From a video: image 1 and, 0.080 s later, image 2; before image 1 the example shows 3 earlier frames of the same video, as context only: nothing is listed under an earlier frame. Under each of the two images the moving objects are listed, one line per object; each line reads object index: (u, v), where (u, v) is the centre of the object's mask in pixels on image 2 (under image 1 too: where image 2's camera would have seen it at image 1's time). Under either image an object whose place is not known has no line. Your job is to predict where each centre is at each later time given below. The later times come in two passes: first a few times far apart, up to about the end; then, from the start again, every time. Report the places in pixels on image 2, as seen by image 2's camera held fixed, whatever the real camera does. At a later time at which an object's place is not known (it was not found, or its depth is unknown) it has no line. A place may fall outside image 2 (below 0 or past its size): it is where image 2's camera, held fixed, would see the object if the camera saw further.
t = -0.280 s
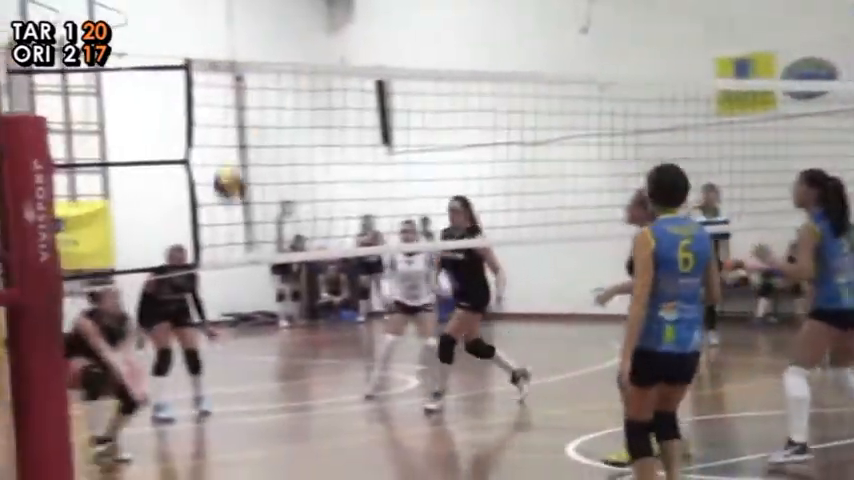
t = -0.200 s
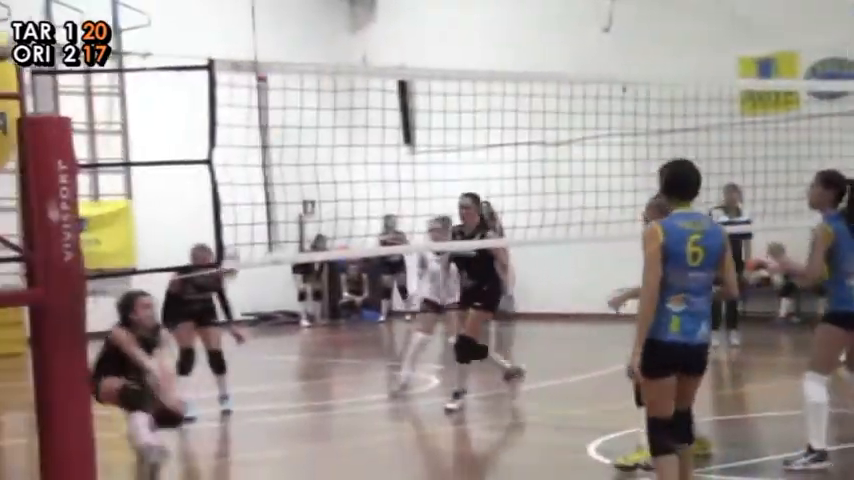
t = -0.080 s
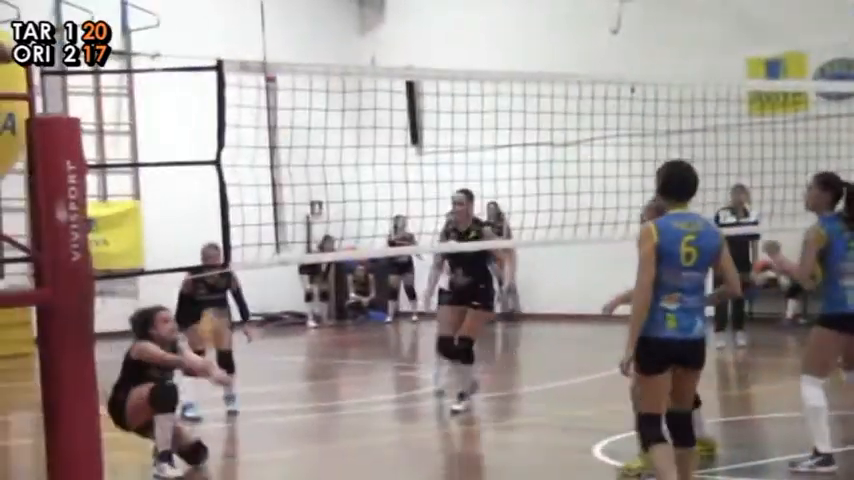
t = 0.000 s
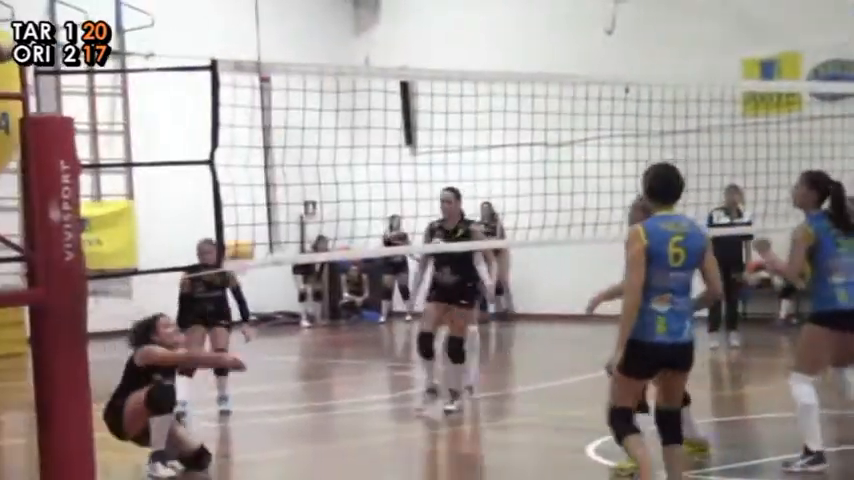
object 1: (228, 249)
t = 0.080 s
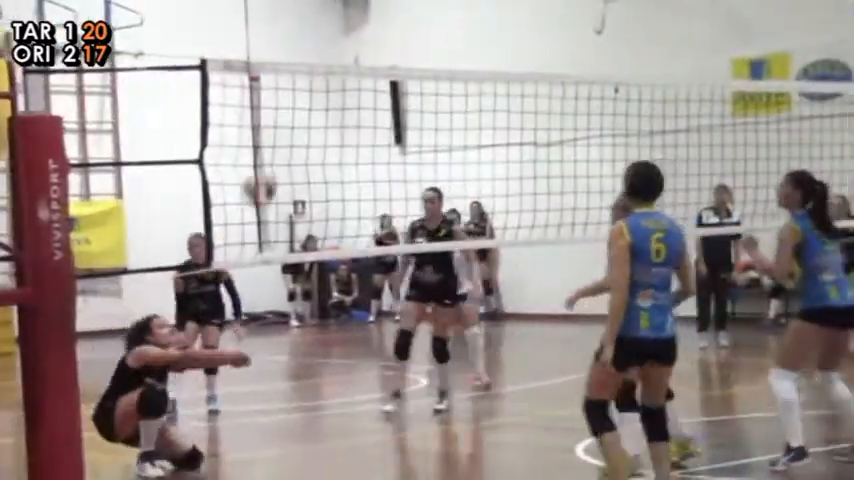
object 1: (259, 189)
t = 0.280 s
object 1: (342, 61)
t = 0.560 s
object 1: (457, 5)
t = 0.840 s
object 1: (579, 55)
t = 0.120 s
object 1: (277, 158)
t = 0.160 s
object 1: (290, 134)
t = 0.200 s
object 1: (307, 109)
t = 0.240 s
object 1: (324, 88)
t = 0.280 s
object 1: (342, 61)
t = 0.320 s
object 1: (357, 52)
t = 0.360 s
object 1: (373, 37)
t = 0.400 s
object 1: (390, 25)
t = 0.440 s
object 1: (406, 16)
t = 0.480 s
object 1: (423, 10)
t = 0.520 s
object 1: (440, 7)
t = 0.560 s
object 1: (457, 5)
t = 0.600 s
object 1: (474, 5)
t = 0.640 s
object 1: (491, 6)
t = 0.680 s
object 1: (508, 10)
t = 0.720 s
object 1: (526, 17)
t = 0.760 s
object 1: (543, 27)
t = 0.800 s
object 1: (560, 41)
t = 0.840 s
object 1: (579, 55)
